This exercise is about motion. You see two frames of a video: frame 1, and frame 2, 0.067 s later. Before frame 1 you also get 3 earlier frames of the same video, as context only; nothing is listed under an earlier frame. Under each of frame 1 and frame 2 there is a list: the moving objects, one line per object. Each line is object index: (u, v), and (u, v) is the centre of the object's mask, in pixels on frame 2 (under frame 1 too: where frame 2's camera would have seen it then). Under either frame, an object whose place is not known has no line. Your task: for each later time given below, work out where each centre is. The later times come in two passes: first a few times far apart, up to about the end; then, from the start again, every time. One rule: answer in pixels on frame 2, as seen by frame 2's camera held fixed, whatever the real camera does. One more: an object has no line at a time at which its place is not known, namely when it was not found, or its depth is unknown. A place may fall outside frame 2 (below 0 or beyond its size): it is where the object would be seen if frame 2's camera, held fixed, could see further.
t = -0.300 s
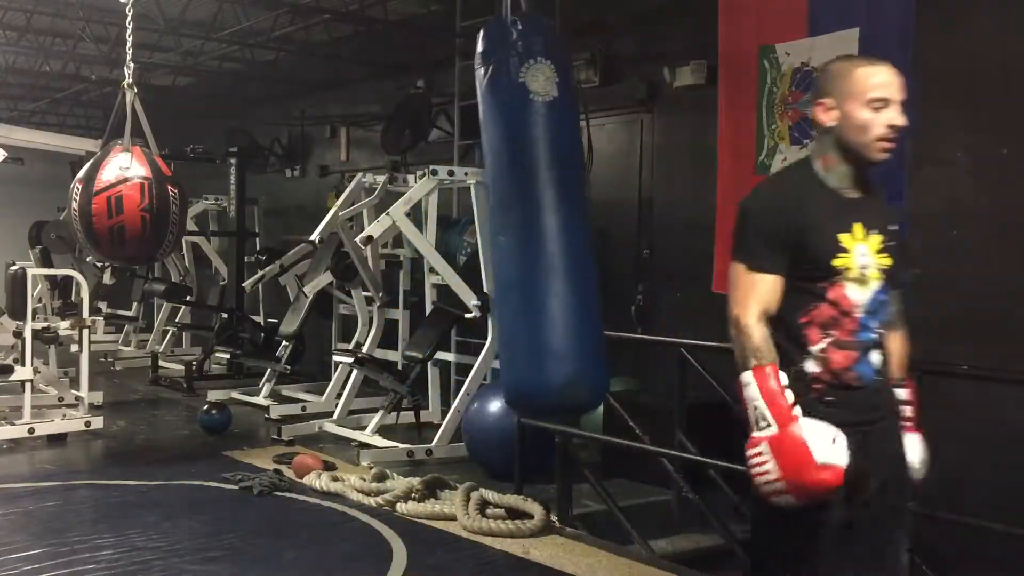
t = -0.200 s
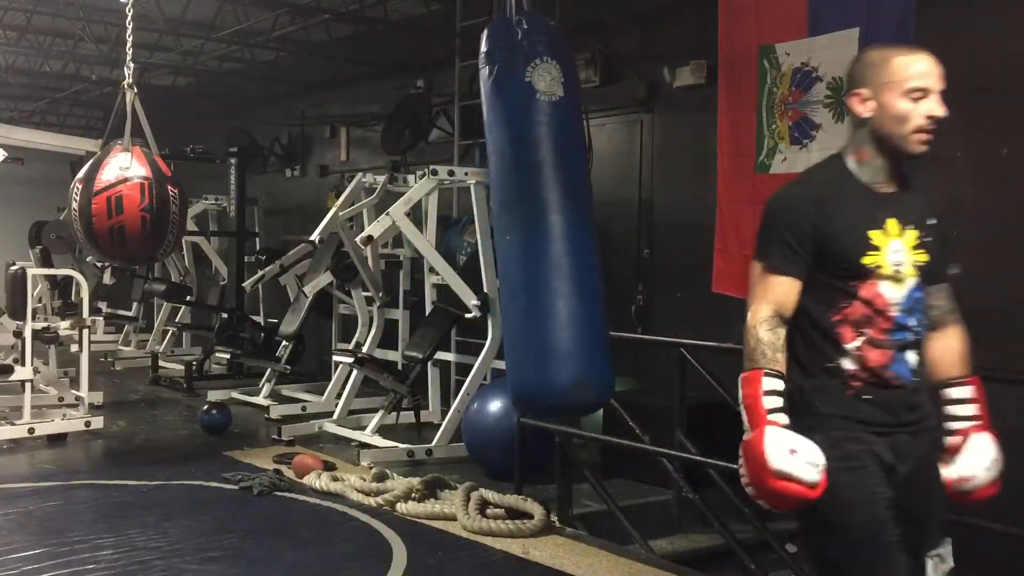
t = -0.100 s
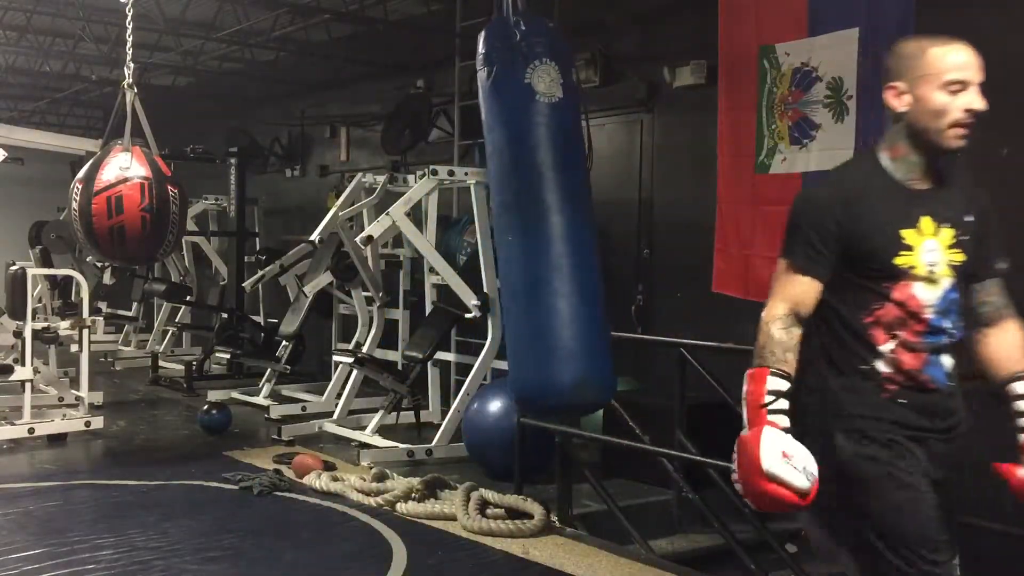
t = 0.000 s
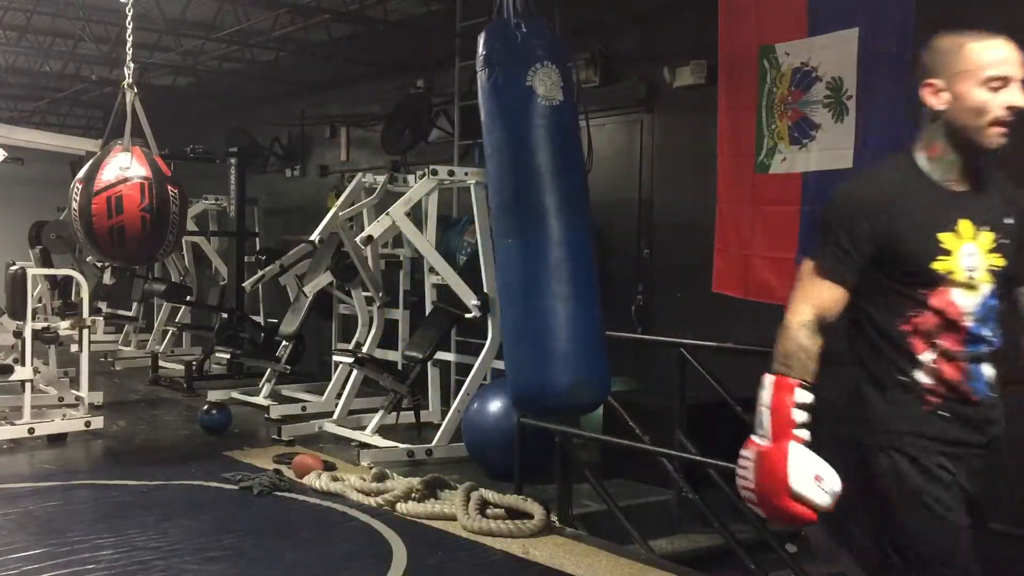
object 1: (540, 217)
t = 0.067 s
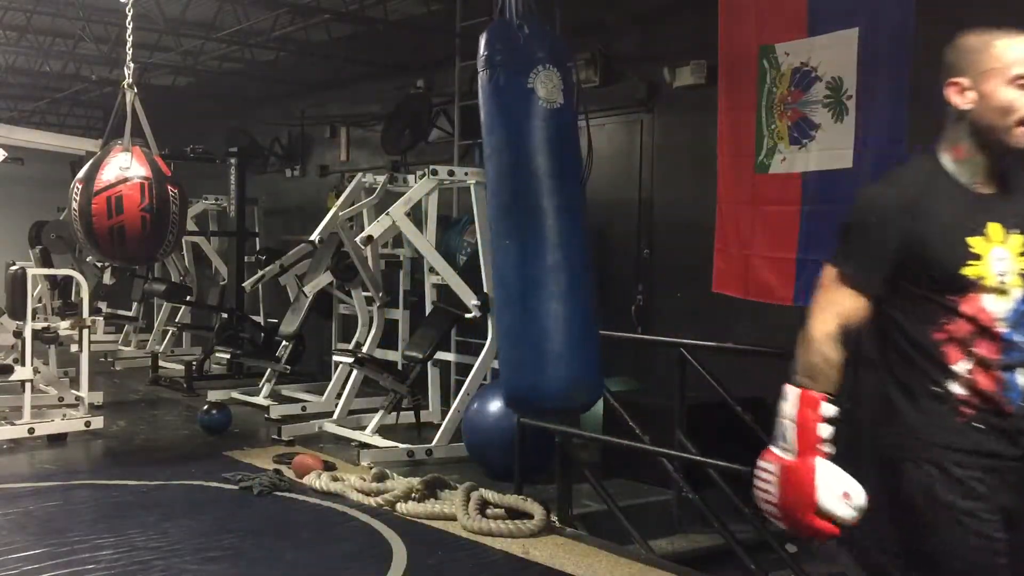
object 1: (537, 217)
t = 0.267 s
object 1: (519, 221)
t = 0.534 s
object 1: (489, 217)
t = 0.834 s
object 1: (461, 210)
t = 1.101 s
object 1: (451, 211)
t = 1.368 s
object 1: (461, 216)
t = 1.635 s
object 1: (488, 221)
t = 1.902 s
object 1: (520, 219)
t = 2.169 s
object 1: (542, 217)
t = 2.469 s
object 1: (539, 217)
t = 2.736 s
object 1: (515, 219)
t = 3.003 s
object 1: (483, 215)
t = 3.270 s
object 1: (459, 211)
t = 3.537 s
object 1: (451, 211)
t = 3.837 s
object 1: (464, 218)
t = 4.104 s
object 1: (494, 222)
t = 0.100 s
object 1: (535, 216)
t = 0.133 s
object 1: (532, 216)
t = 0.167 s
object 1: (530, 217)
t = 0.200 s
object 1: (526, 218)
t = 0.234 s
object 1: (523, 219)
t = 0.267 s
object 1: (519, 221)
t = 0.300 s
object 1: (516, 221)
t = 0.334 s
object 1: (512, 220)
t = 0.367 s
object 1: (508, 221)
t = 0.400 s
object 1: (504, 220)
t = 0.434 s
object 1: (500, 221)
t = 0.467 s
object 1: (496, 219)
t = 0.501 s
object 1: (493, 217)
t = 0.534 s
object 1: (489, 217)
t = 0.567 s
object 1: (485, 217)
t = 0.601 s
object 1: (480, 215)
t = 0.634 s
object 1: (477, 215)
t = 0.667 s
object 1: (473, 215)
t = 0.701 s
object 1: (471, 215)
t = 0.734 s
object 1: (468, 213)
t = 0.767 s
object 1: (465, 212)
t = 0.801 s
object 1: (463, 211)
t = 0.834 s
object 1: (461, 210)
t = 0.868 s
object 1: (458, 211)
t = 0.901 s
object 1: (456, 210)
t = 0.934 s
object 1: (455, 210)
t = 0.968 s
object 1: (454, 210)
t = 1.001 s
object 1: (453, 210)
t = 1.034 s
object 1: (452, 210)
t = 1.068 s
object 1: (451, 210)
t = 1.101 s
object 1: (451, 211)
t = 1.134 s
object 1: (452, 211)
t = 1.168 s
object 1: (452, 211)
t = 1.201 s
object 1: (453, 212)
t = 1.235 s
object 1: (454, 213)
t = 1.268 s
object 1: (455, 213)
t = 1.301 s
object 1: (457, 213)
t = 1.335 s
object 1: (459, 214)
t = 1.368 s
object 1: (461, 216)
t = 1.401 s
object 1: (463, 216)
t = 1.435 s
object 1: (466, 217)
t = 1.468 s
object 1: (469, 218)
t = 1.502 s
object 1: (472, 218)
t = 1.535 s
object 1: (475, 218)
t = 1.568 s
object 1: (479, 219)
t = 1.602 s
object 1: (484, 219)
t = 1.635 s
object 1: (488, 221)
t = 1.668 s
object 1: (492, 220)
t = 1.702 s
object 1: (497, 222)
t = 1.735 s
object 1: (500, 222)
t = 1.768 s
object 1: (504, 221)
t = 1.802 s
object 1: (509, 221)
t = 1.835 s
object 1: (513, 219)
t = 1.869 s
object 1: (516, 219)
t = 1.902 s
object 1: (520, 219)
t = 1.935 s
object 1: (524, 218)
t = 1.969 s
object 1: (527, 218)
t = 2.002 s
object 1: (531, 218)
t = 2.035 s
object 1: (533, 217)
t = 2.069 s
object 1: (536, 217)
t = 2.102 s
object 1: (538, 217)
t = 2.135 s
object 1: (540, 217)
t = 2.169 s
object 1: (542, 217)
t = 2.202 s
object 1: (543, 217)
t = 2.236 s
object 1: (544, 218)
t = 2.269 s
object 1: (544, 218)
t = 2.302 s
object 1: (544, 218)
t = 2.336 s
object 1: (544, 218)
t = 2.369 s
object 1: (543, 218)
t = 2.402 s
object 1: (542, 217)
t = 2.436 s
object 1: (541, 217)
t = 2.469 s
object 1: (539, 217)
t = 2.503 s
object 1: (537, 217)
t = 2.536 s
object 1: (534, 217)
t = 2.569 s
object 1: (531, 215)
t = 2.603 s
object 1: (528, 217)
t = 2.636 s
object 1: (525, 217)
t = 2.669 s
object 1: (521, 218)
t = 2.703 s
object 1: (518, 219)
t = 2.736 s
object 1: (515, 219)
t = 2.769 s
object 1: (512, 220)
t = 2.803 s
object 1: (507, 220)
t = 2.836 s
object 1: (503, 219)
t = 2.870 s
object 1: (499, 219)
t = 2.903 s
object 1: (495, 218)
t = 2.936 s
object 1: (491, 218)
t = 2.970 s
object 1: (487, 217)
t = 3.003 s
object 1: (483, 215)
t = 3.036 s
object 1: (479, 215)
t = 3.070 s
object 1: (475, 214)
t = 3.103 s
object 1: (472, 213)
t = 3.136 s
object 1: (469, 213)
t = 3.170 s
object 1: (467, 212)
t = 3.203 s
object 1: (464, 212)
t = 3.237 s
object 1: (461, 211)
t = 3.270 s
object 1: (459, 211)
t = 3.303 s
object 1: (457, 211)
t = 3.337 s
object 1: (455, 211)
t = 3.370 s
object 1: (454, 211)
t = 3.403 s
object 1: (452, 210)
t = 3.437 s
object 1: (451, 210)
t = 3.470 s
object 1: (451, 211)
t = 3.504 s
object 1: (451, 211)
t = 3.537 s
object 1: (451, 211)
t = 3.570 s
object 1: (451, 212)
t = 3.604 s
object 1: (452, 212)
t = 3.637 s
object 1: (452, 213)
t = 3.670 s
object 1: (454, 214)
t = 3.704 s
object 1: (455, 215)
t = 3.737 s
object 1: (457, 216)
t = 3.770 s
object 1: (458, 217)
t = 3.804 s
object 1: (461, 218)
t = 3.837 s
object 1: (464, 218)
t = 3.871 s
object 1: (467, 219)
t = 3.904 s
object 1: (471, 219)
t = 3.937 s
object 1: (474, 220)
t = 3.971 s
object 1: (477, 221)
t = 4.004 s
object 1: (481, 221)
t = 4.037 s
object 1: (485, 221)
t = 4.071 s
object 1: (490, 221)
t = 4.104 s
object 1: (494, 222)
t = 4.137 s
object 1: (498, 223)
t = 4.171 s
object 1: (502, 223)
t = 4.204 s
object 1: (506, 223)
